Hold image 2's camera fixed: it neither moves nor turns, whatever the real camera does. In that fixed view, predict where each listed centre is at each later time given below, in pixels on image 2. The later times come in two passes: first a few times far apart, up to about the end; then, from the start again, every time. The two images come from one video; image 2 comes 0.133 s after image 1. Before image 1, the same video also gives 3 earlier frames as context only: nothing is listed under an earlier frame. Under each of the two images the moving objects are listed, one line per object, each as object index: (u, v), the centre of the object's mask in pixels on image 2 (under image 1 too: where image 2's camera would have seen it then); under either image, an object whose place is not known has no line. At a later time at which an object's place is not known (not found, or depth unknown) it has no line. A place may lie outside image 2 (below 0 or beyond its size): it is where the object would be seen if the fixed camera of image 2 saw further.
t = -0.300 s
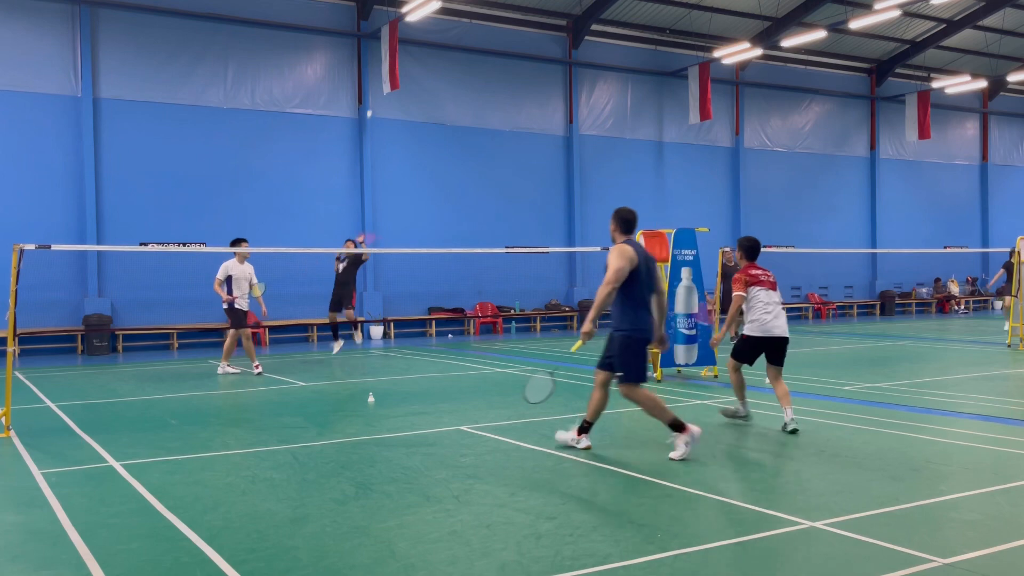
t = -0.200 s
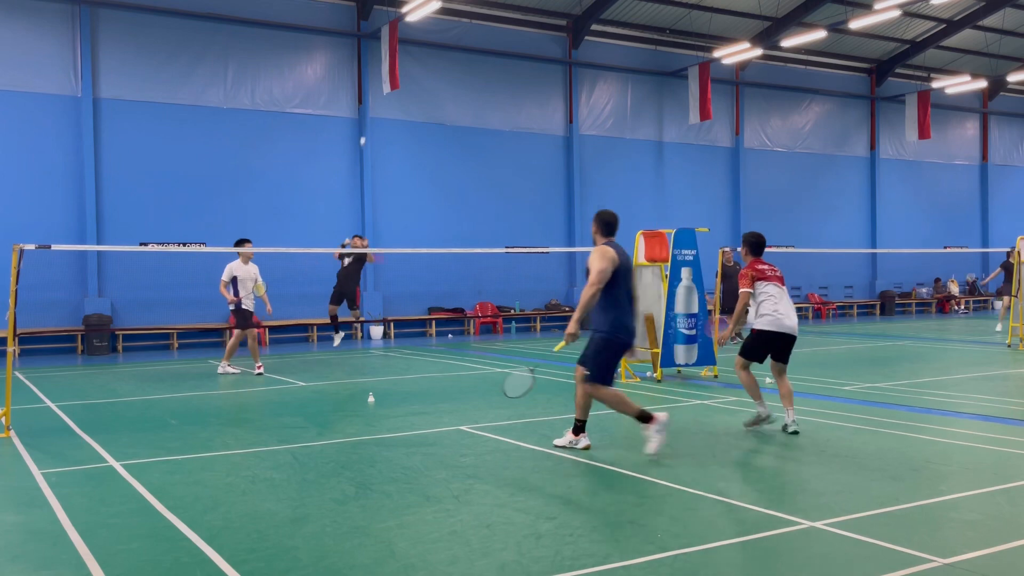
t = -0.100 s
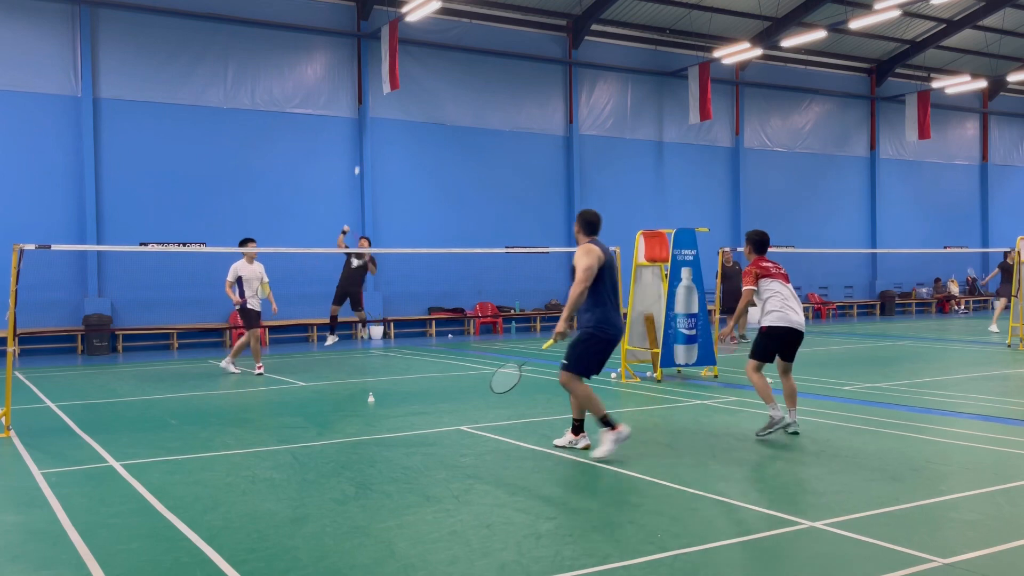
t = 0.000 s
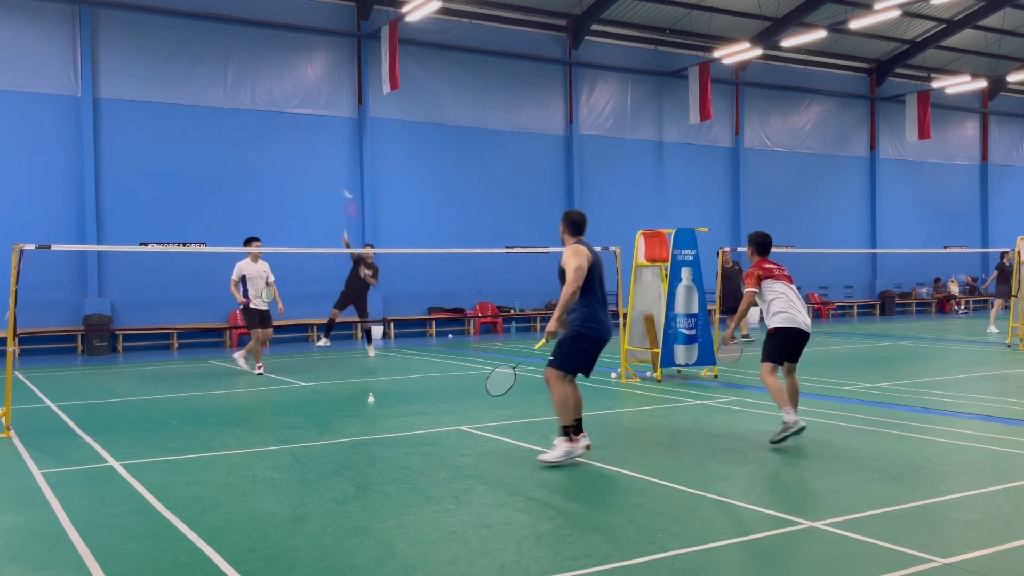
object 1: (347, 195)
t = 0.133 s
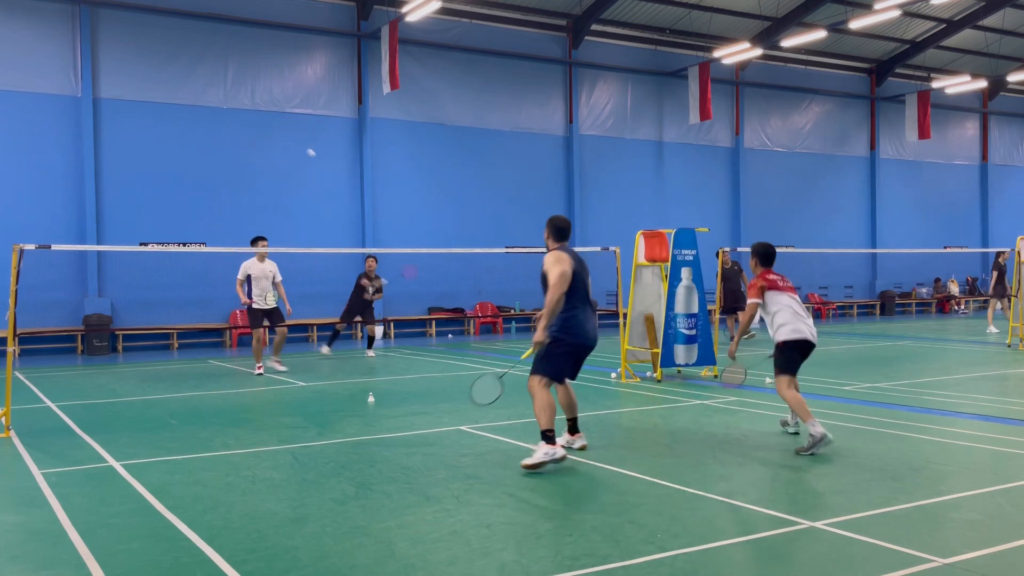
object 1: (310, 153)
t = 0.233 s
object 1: (287, 136)
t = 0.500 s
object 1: (230, 139)
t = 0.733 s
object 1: (181, 206)
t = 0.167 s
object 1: (302, 146)
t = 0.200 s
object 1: (294, 140)
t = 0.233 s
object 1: (287, 136)
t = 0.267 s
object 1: (280, 132)
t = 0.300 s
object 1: (273, 130)
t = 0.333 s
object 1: (266, 129)
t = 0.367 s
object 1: (258, 128)
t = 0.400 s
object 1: (251, 129)
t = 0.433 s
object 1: (244, 131)
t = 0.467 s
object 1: (237, 134)
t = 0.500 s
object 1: (230, 139)
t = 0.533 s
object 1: (223, 144)
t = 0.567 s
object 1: (216, 151)
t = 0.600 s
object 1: (208, 159)
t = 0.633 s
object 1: (202, 169)
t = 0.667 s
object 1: (195, 180)
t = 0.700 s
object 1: (188, 192)
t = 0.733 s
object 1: (181, 206)
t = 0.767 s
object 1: (174, 221)
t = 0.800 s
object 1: (167, 237)
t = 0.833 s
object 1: (159, 256)
